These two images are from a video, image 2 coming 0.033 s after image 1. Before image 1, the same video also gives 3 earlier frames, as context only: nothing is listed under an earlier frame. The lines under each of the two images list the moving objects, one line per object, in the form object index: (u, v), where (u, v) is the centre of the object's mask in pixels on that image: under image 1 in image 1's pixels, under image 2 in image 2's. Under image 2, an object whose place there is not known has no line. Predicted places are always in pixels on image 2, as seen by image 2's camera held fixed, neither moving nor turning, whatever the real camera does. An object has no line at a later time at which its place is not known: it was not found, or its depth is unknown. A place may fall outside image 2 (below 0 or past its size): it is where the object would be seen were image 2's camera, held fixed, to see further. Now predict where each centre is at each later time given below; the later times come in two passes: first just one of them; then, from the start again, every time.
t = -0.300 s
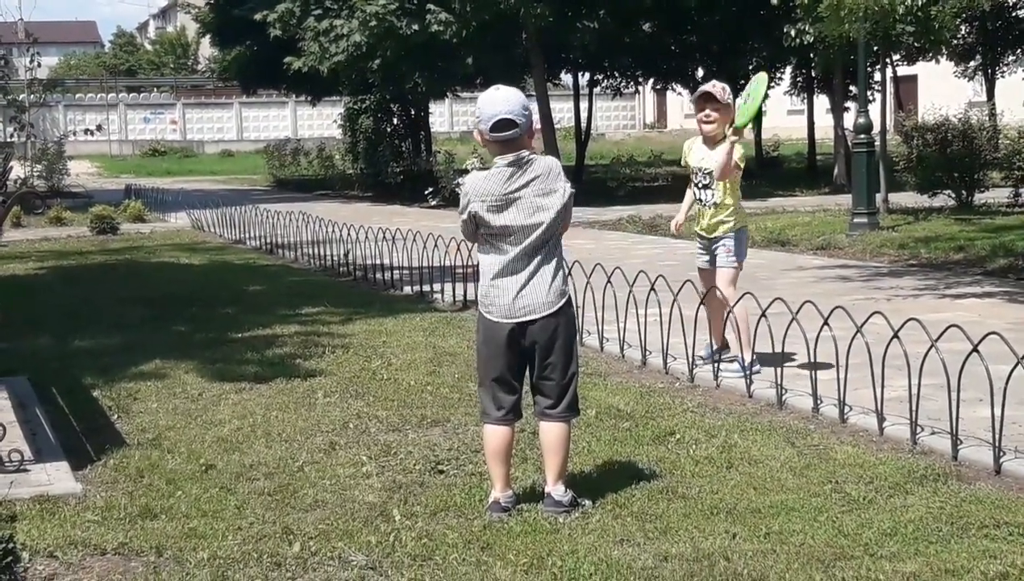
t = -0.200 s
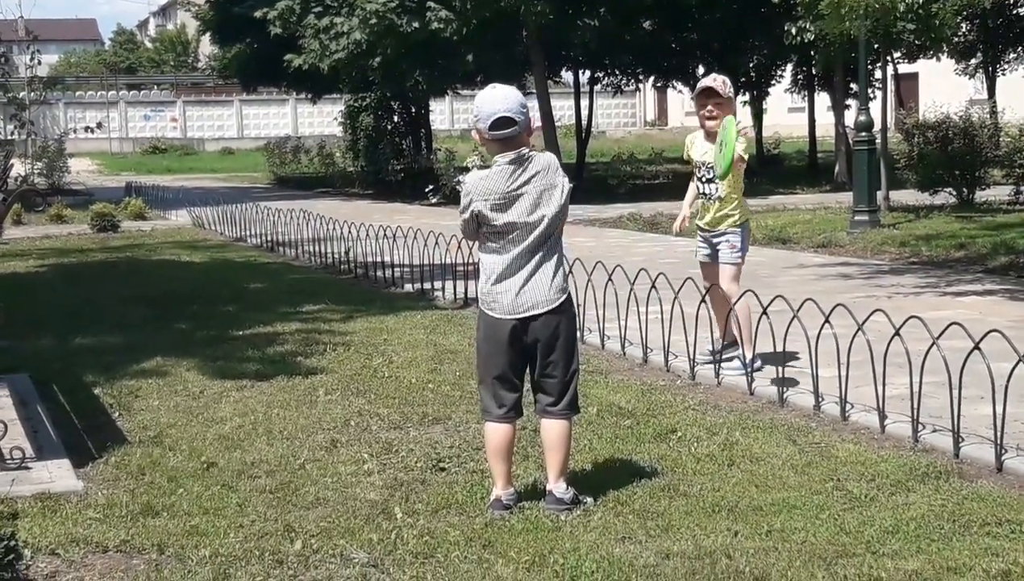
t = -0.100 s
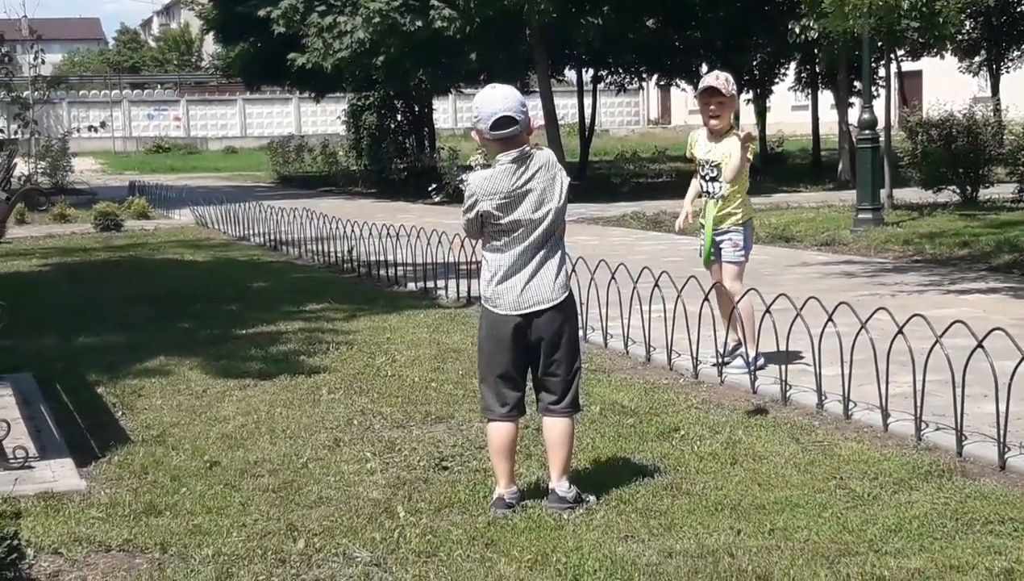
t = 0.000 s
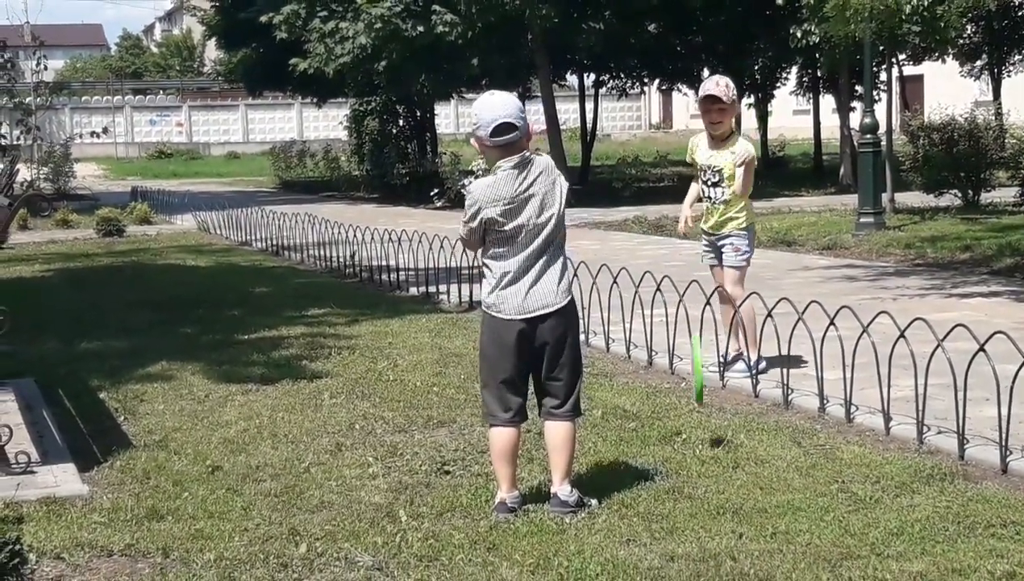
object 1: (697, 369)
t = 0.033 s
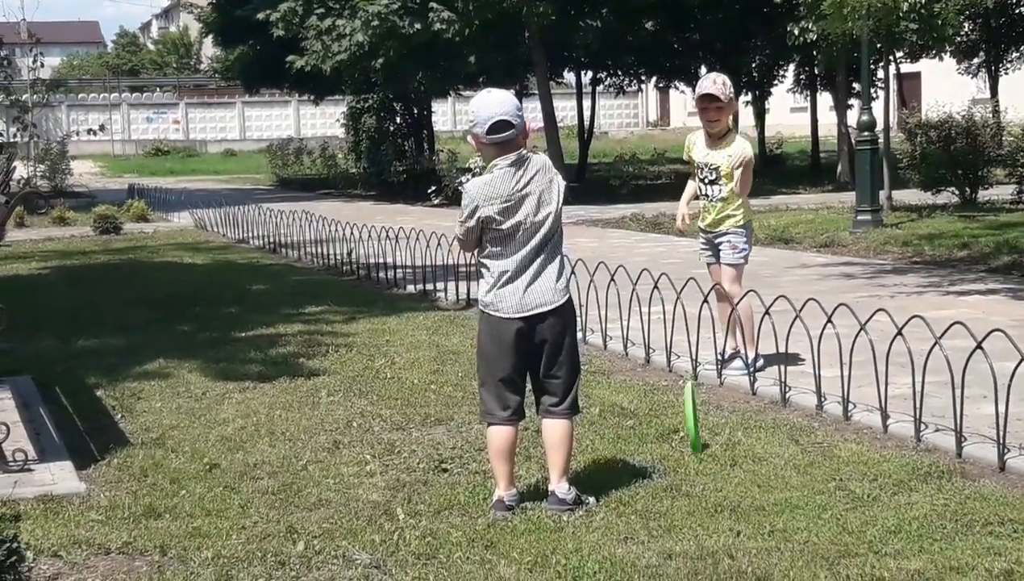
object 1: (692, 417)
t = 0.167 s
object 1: (645, 424)
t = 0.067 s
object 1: (682, 419)
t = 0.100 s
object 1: (671, 418)
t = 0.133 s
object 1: (658, 419)
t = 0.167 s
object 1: (645, 424)
